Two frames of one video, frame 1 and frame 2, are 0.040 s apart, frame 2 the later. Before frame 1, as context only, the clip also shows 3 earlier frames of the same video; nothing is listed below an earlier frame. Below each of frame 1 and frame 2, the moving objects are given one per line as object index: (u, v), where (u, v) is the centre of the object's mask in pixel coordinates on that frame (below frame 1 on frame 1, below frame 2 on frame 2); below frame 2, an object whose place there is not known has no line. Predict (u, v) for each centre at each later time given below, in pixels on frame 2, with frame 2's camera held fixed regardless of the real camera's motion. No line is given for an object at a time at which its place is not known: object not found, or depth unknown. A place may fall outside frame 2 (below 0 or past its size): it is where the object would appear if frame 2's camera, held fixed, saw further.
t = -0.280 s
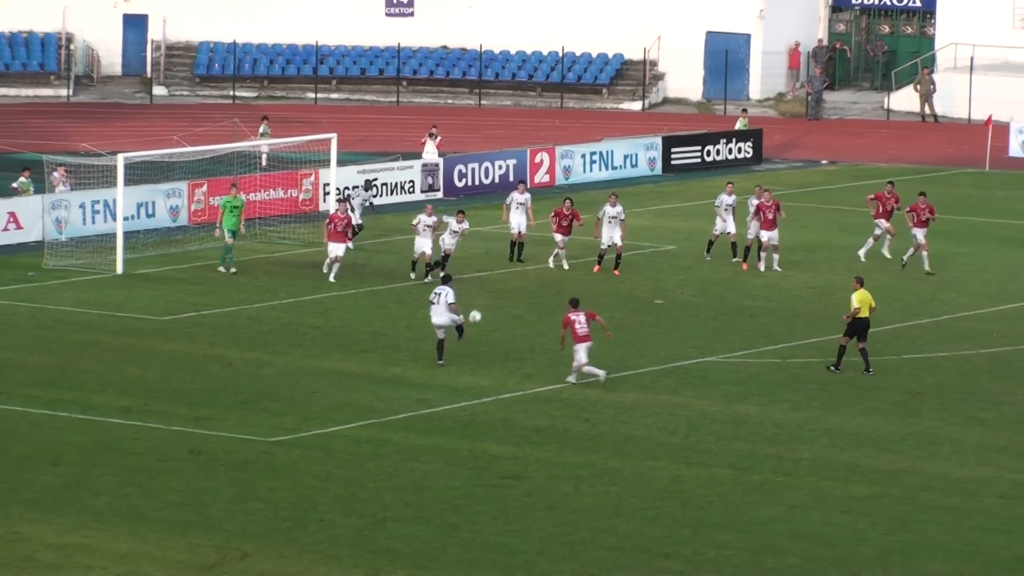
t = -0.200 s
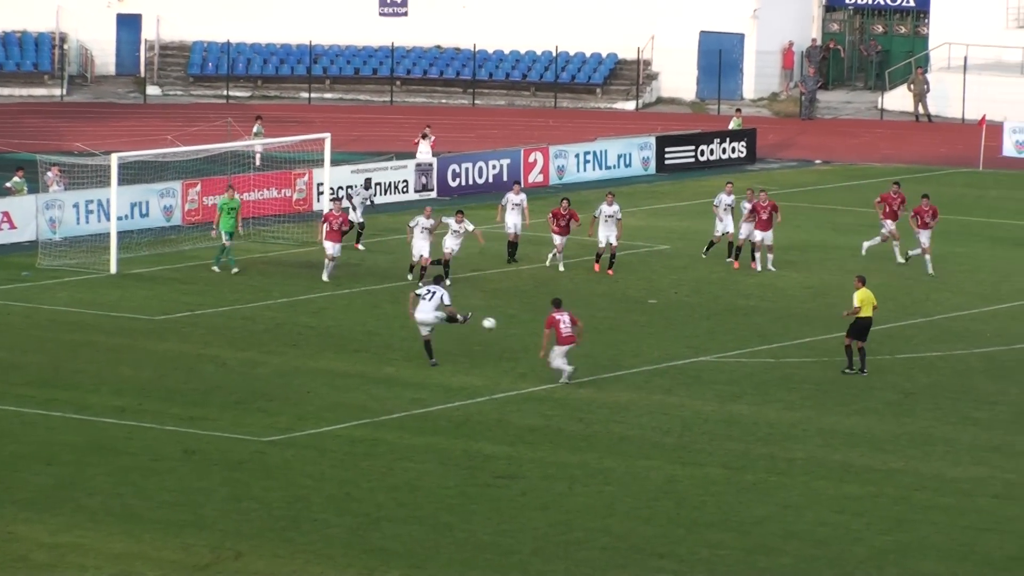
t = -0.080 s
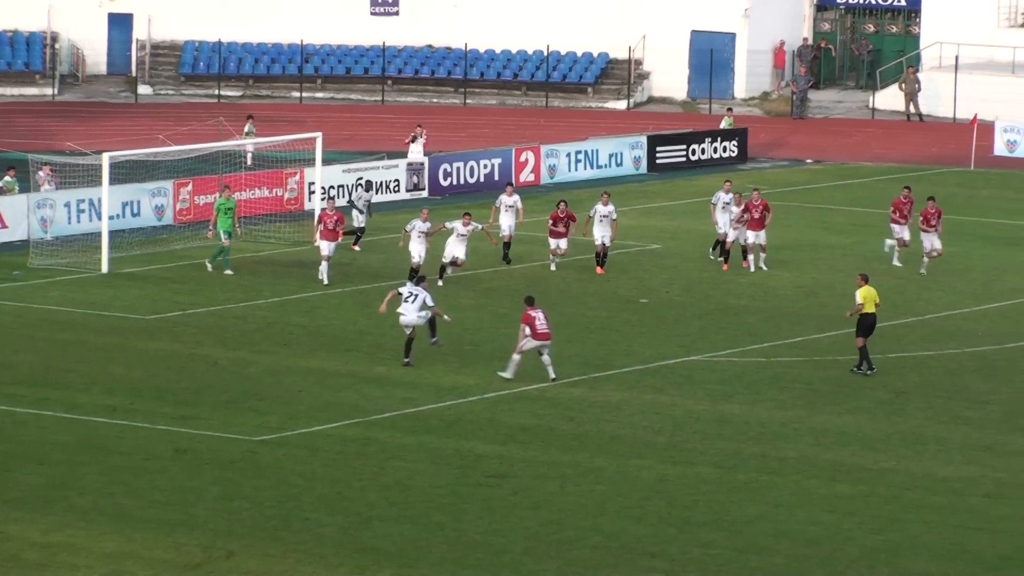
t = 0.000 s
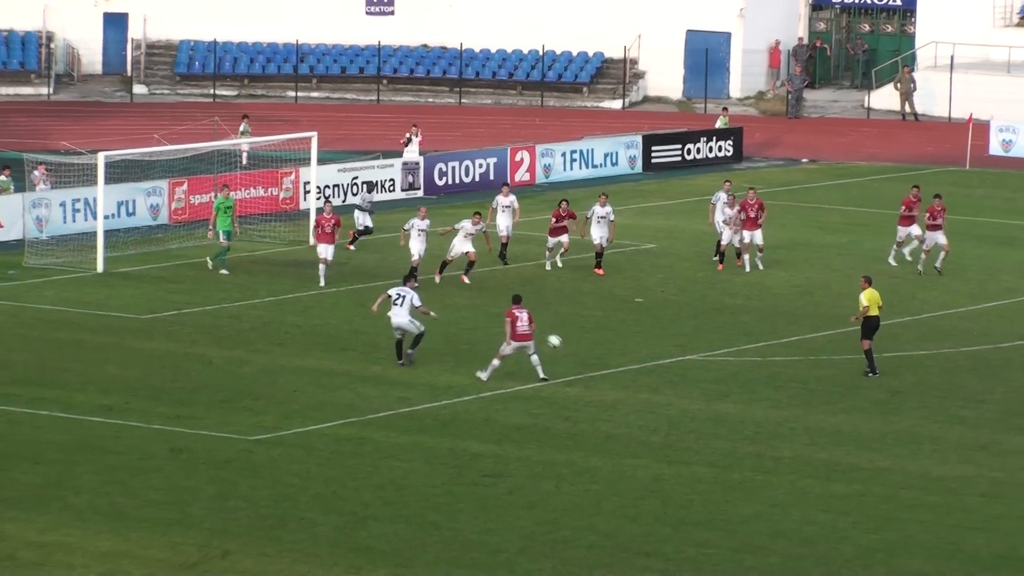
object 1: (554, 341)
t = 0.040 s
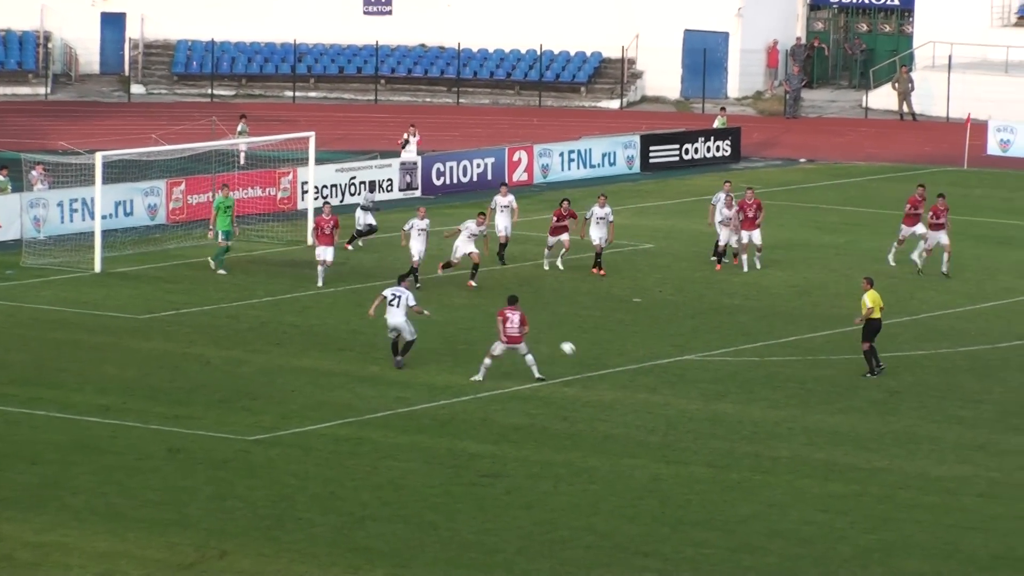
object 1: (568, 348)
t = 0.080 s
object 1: (583, 356)
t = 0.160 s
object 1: (612, 374)
